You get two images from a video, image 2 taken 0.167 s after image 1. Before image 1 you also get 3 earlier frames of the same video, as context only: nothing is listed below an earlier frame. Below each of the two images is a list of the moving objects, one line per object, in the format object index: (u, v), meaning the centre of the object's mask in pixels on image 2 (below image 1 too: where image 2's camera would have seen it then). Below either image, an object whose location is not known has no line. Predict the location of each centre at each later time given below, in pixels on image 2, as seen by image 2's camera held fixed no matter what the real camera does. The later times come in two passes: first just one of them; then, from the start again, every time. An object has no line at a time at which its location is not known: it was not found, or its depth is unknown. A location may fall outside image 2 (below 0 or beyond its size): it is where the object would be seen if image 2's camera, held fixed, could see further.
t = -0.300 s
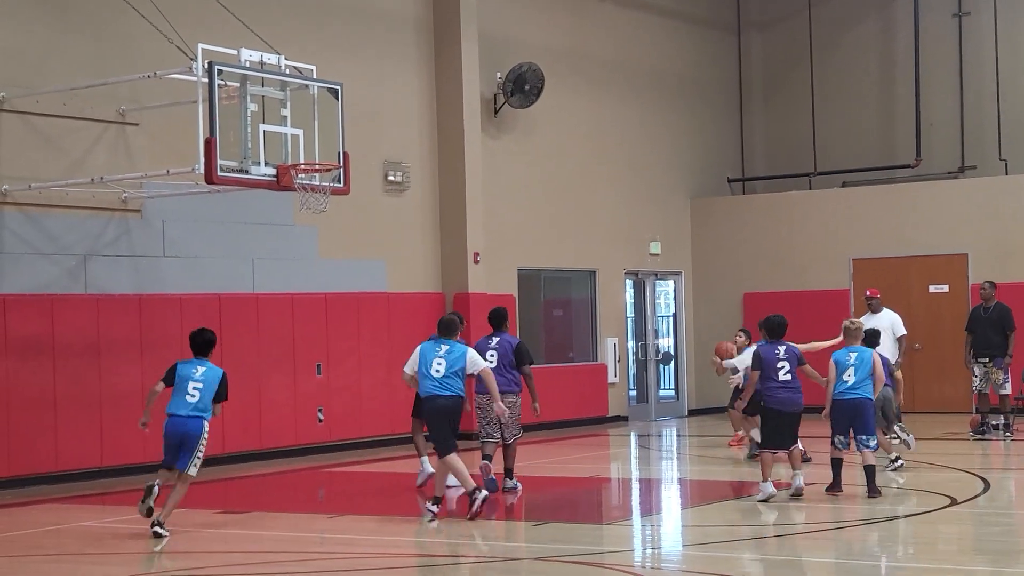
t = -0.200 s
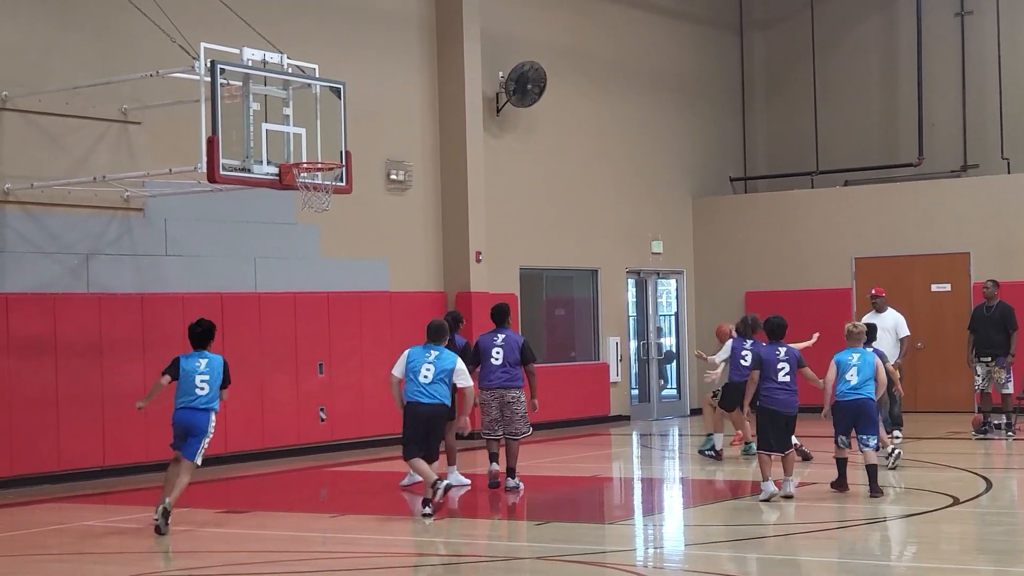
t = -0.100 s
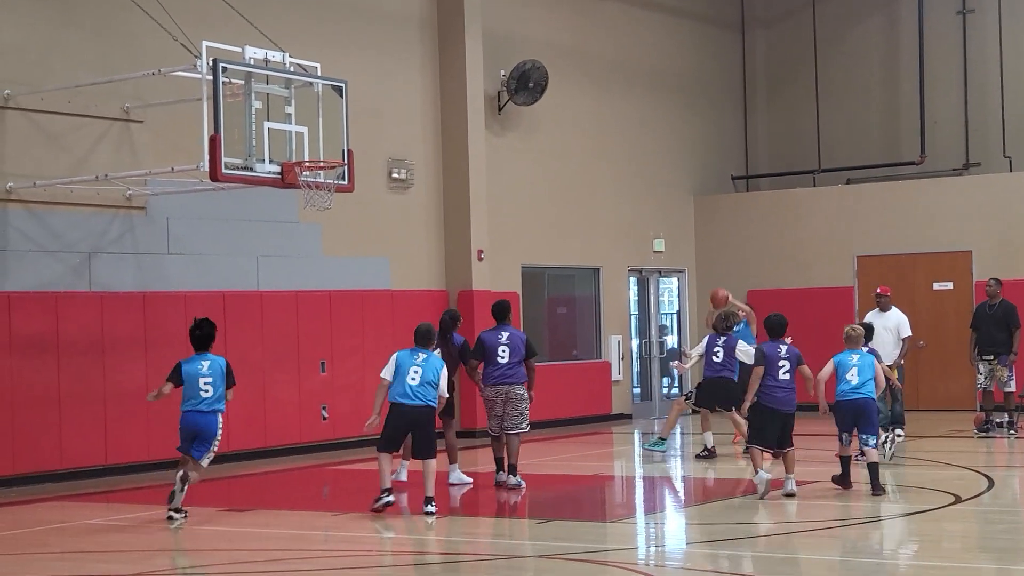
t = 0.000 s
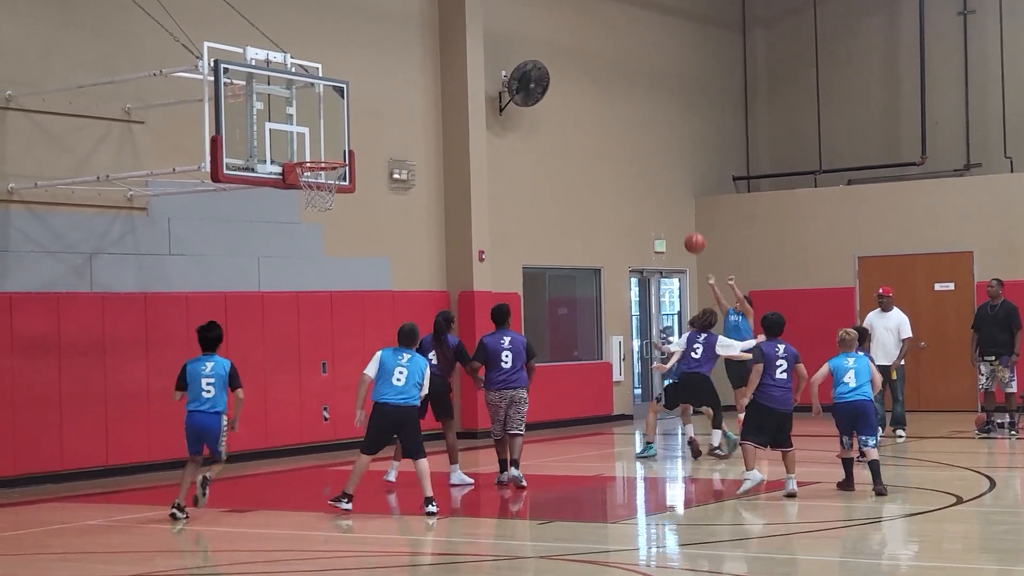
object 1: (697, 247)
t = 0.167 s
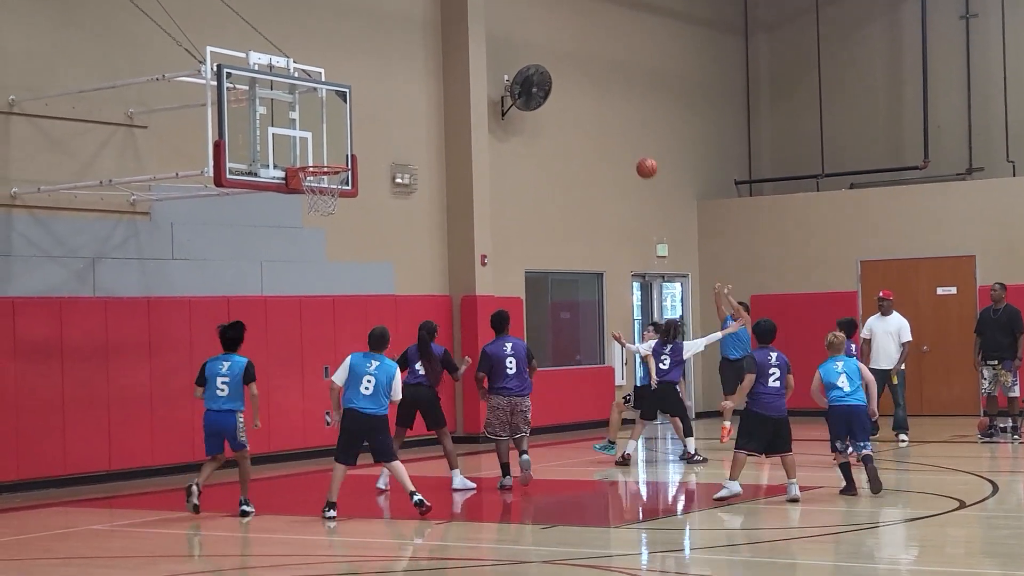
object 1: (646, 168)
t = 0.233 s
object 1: (626, 142)
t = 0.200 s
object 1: (636, 155)
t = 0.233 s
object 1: (626, 142)
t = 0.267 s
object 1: (616, 130)
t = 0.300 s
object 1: (606, 120)
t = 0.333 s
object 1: (595, 110)
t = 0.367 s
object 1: (585, 101)
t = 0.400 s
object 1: (575, 93)
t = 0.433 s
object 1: (564, 85)
